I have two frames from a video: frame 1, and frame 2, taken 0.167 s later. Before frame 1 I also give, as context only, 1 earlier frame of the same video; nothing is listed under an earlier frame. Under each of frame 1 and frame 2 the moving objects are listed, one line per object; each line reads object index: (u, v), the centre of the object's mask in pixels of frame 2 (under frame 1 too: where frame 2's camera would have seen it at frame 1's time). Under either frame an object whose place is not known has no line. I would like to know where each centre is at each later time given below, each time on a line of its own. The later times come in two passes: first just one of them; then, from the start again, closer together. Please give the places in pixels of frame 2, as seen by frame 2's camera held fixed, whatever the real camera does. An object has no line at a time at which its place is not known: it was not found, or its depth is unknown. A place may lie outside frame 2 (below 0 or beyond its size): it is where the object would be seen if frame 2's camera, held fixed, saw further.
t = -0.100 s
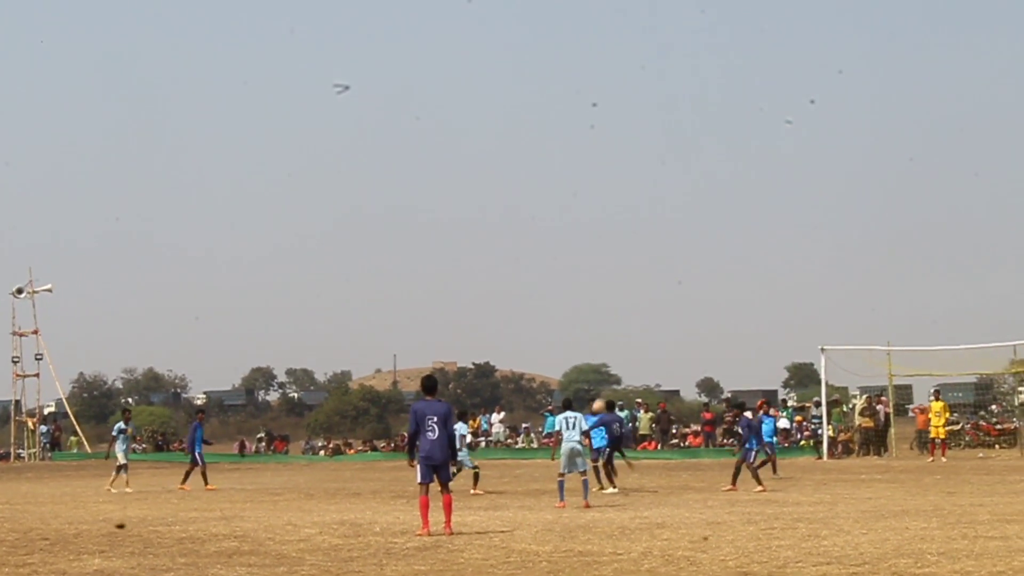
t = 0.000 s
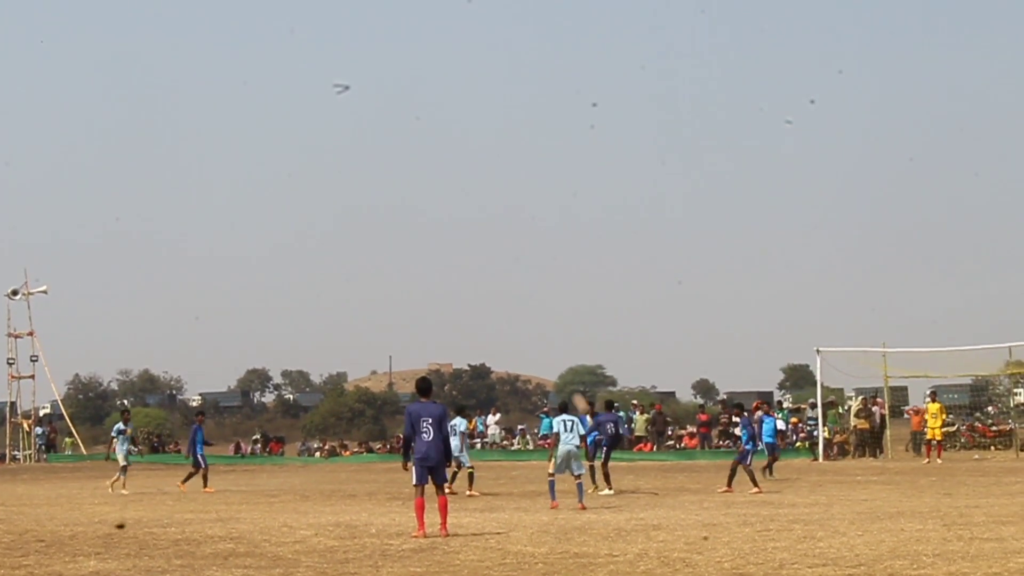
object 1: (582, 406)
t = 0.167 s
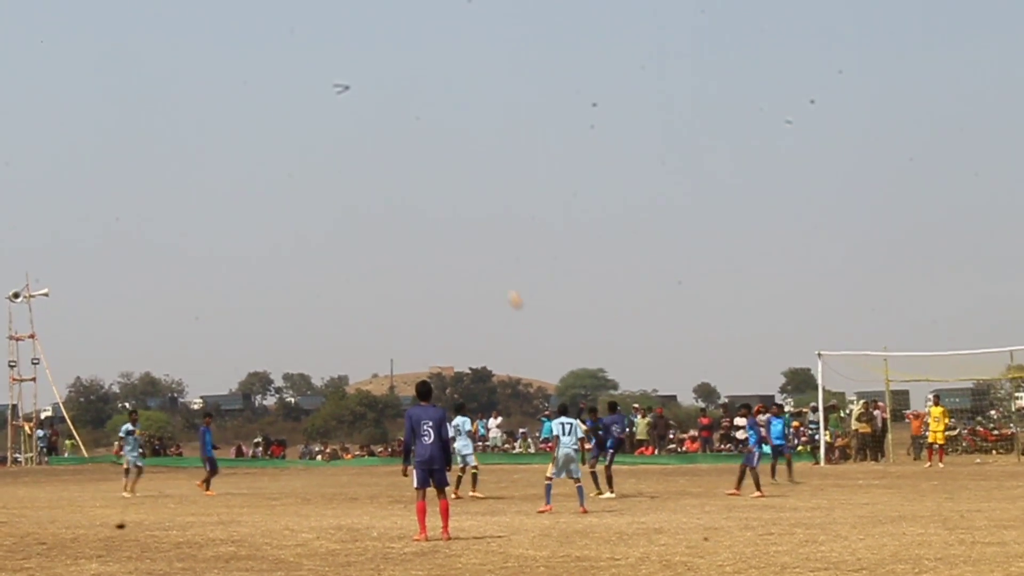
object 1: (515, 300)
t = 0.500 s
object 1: (373, 123)
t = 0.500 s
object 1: (373, 123)
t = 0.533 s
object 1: (357, 107)
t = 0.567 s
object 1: (348, 100)
